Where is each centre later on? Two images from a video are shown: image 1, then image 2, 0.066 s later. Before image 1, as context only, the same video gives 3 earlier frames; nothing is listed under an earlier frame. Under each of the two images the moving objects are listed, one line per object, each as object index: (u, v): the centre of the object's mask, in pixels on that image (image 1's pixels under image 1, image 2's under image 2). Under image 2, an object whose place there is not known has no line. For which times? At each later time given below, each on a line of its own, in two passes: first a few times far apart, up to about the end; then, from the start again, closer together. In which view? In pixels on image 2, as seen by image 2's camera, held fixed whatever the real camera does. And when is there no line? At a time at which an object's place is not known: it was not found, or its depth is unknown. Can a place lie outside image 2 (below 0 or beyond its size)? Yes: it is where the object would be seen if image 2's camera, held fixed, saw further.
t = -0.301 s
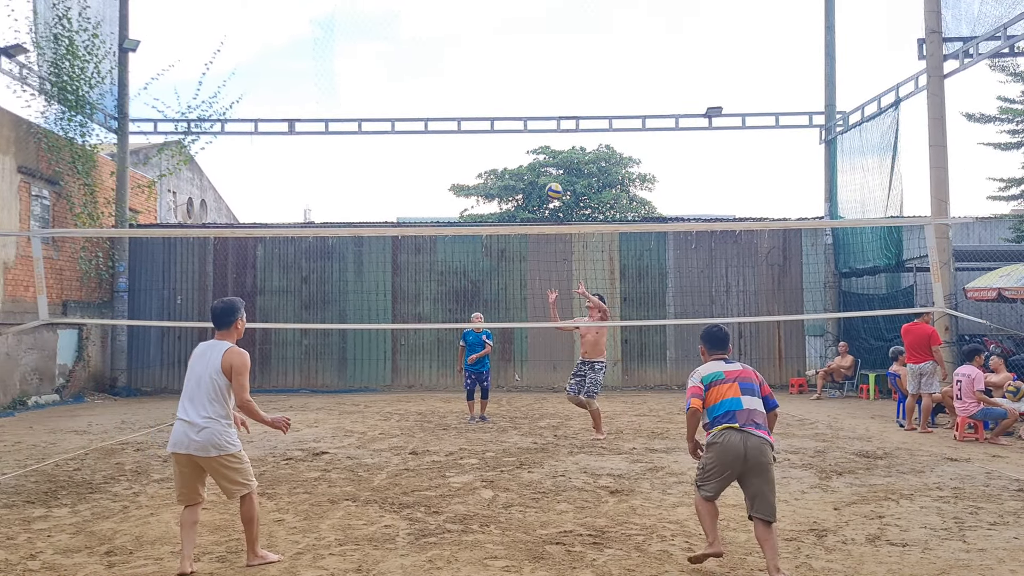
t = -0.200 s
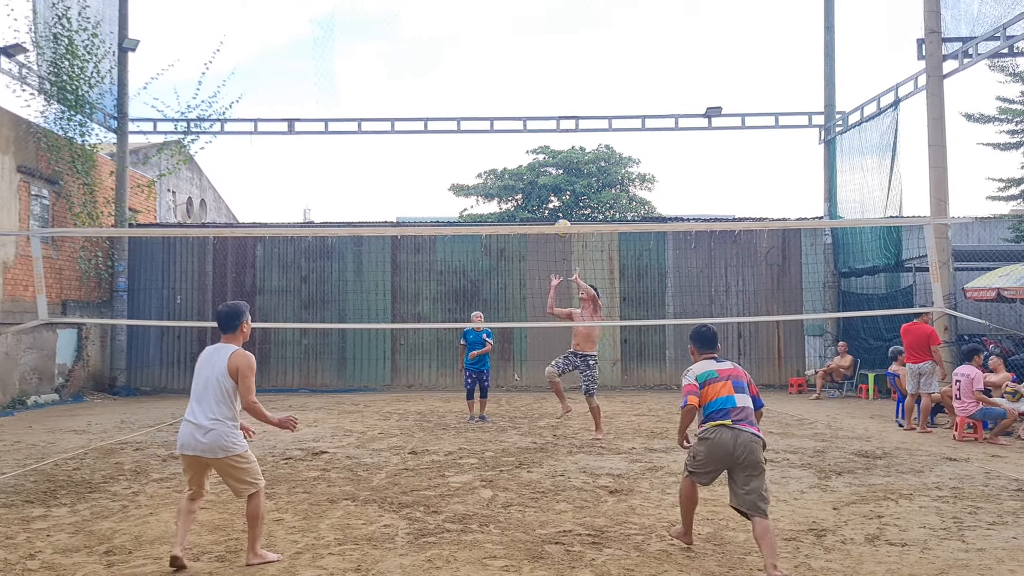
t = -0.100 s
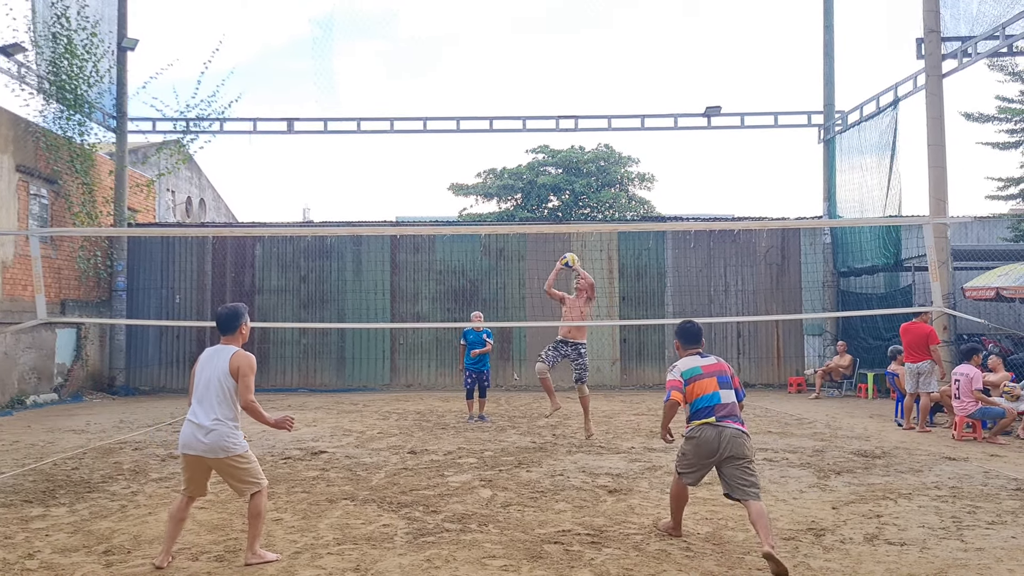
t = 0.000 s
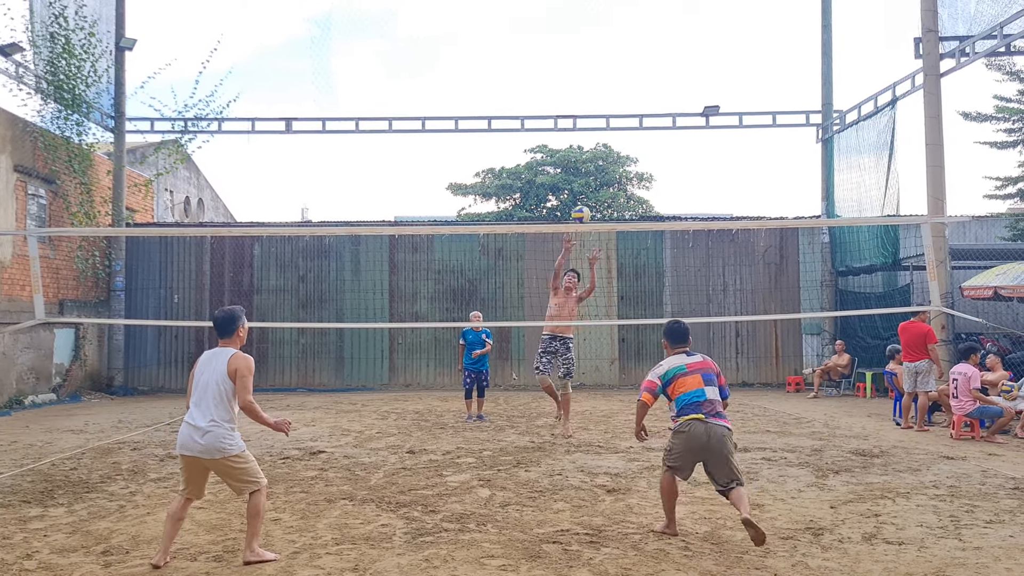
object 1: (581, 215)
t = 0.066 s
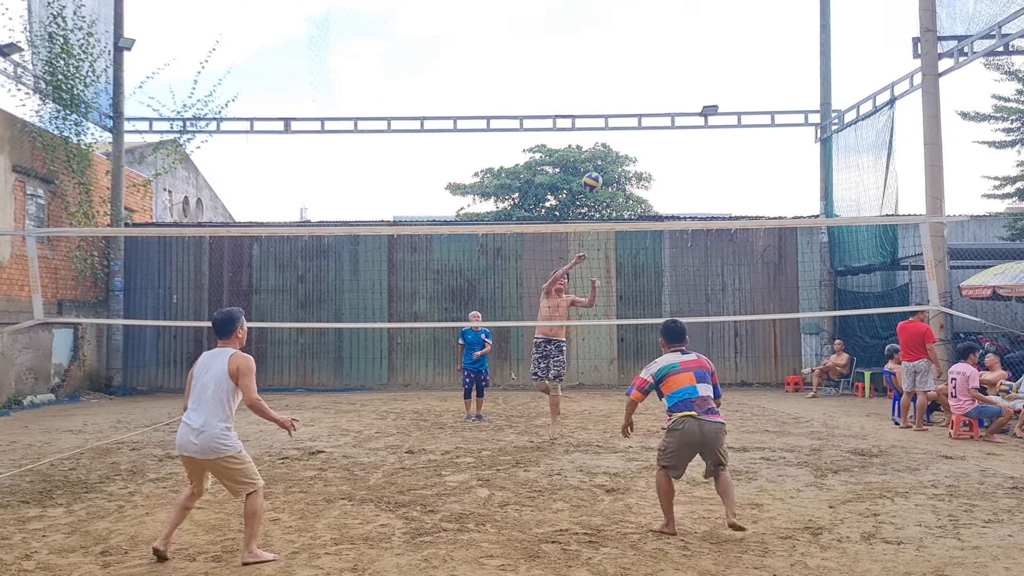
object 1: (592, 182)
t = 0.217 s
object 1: (624, 116)
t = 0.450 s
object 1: (687, 38)
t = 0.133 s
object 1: (606, 152)
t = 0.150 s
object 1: (609, 144)
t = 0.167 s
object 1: (612, 137)
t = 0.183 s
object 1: (616, 129)
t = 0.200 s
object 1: (620, 123)
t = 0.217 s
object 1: (624, 116)
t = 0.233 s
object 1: (628, 109)
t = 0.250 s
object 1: (632, 103)
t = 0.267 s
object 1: (636, 97)
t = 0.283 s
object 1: (640, 91)
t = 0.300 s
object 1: (644, 85)
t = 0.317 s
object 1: (648, 79)
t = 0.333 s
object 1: (653, 73)
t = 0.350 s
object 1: (657, 67)
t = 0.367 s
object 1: (662, 62)
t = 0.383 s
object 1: (667, 57)
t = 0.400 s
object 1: (671, 52)
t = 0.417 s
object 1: (676, 47)
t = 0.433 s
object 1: (681, 43)
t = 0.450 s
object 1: (687, 38)
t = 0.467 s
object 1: (692, 34)
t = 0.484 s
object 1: (698, 30)
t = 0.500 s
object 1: (703, 26)
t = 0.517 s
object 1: (709, 23)
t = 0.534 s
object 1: (715, 20)
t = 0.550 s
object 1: (722, 17)
